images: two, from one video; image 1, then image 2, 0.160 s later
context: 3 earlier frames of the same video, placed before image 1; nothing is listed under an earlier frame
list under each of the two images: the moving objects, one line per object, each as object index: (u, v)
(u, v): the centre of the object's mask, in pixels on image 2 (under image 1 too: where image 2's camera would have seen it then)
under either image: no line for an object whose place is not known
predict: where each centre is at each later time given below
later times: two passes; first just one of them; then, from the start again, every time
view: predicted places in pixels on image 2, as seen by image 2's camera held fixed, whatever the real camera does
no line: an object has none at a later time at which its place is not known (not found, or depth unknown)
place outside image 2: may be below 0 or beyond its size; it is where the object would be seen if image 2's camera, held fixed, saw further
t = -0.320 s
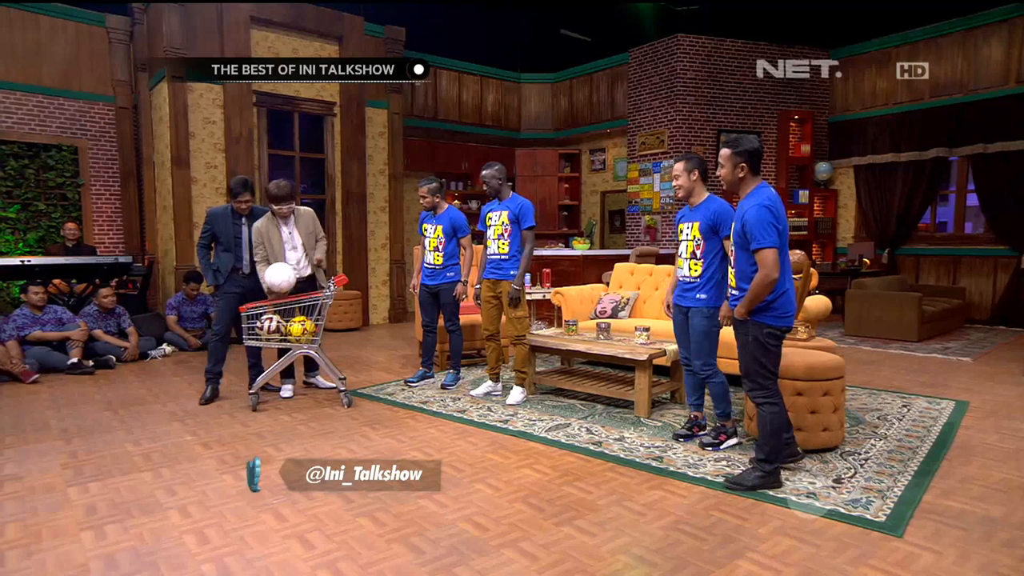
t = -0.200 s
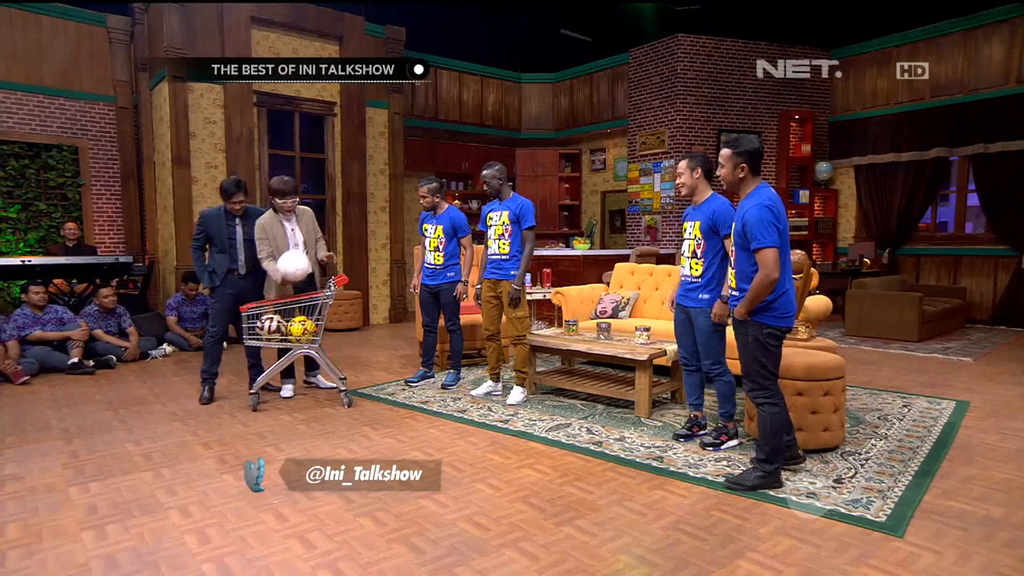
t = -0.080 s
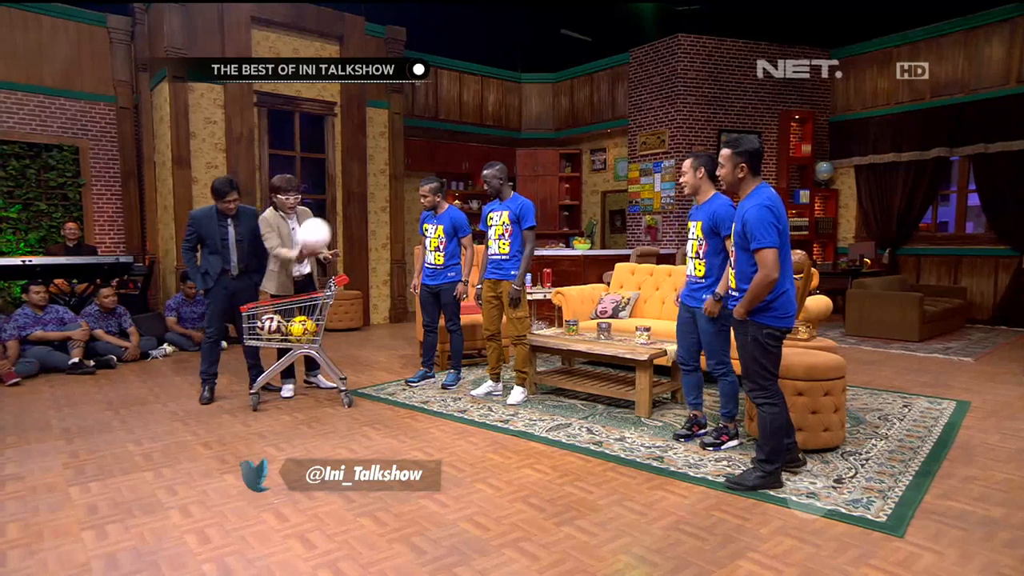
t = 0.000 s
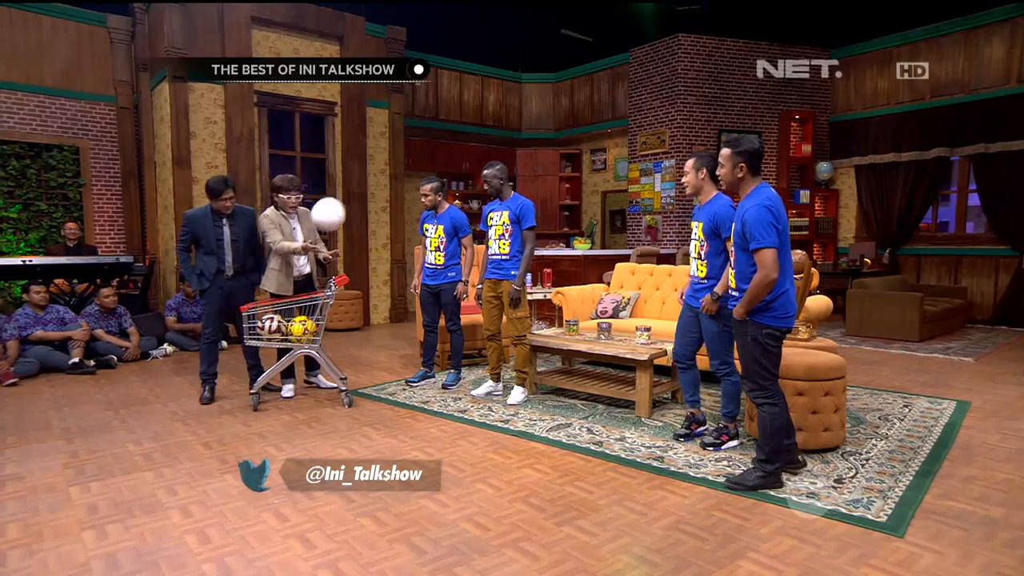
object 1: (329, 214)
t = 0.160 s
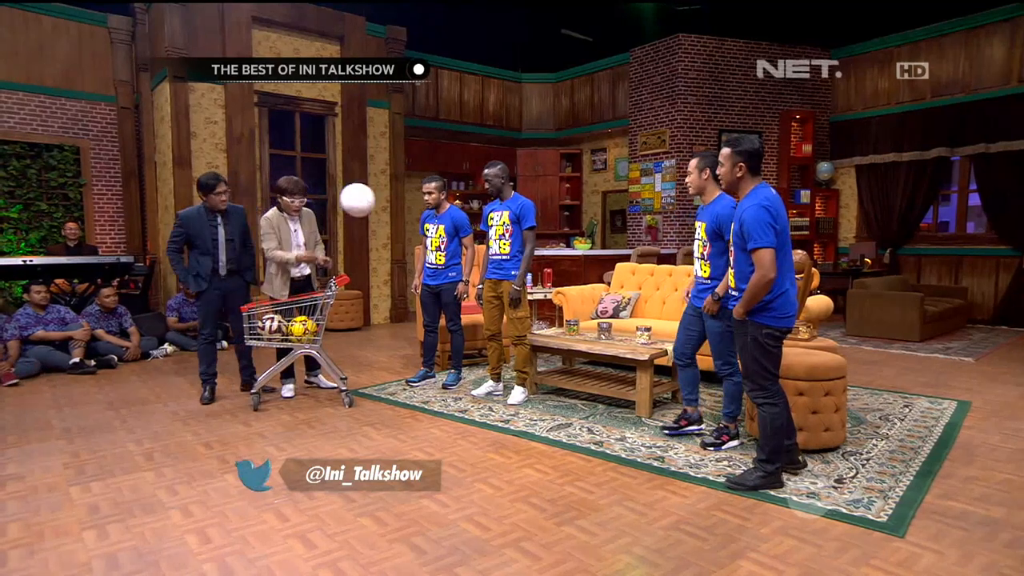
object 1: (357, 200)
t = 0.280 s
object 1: (381, 213)
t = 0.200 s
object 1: (365, 201)
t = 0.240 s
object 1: (372, 206)
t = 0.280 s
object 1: (381, 213)
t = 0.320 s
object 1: (389, 222)
